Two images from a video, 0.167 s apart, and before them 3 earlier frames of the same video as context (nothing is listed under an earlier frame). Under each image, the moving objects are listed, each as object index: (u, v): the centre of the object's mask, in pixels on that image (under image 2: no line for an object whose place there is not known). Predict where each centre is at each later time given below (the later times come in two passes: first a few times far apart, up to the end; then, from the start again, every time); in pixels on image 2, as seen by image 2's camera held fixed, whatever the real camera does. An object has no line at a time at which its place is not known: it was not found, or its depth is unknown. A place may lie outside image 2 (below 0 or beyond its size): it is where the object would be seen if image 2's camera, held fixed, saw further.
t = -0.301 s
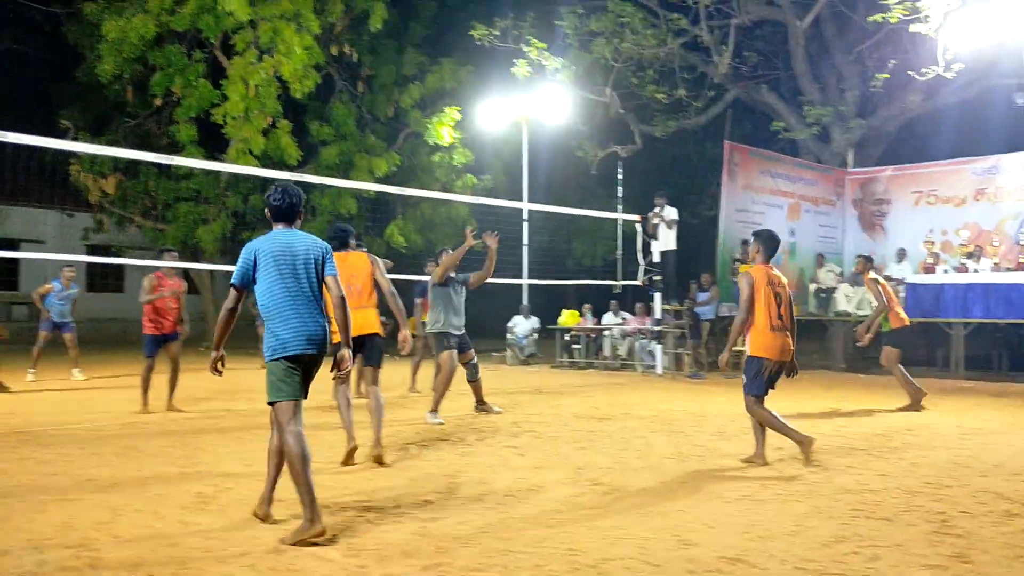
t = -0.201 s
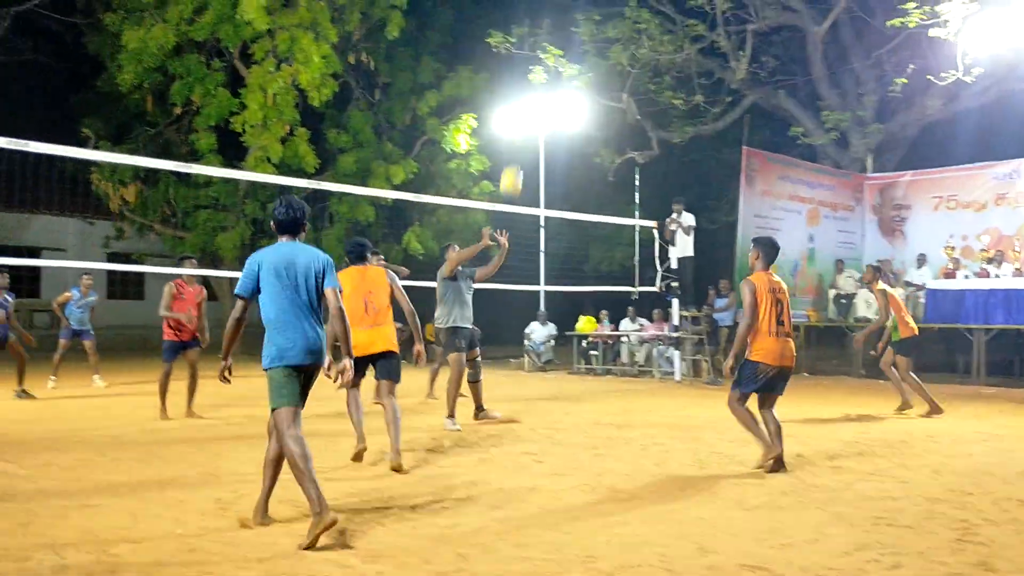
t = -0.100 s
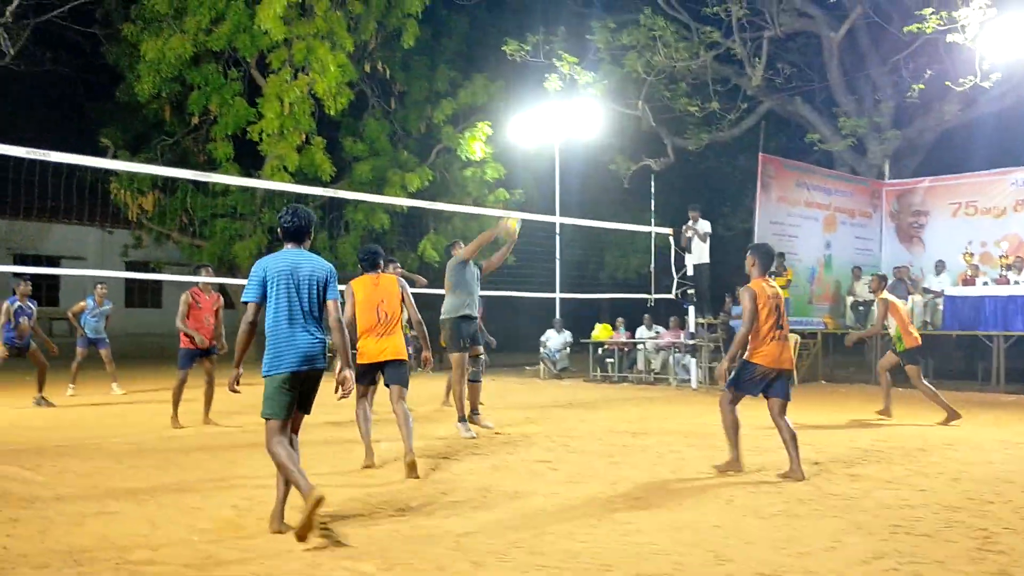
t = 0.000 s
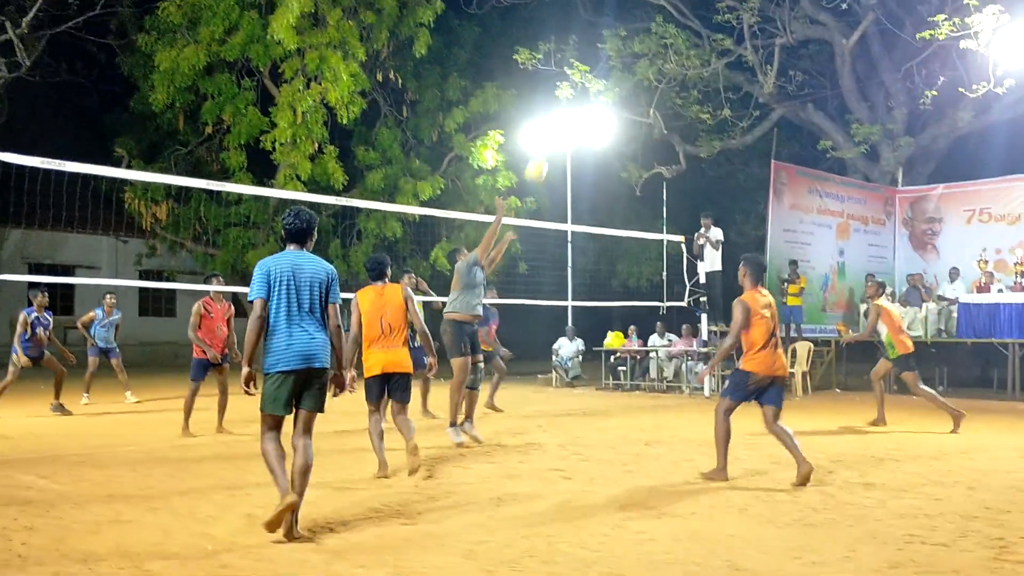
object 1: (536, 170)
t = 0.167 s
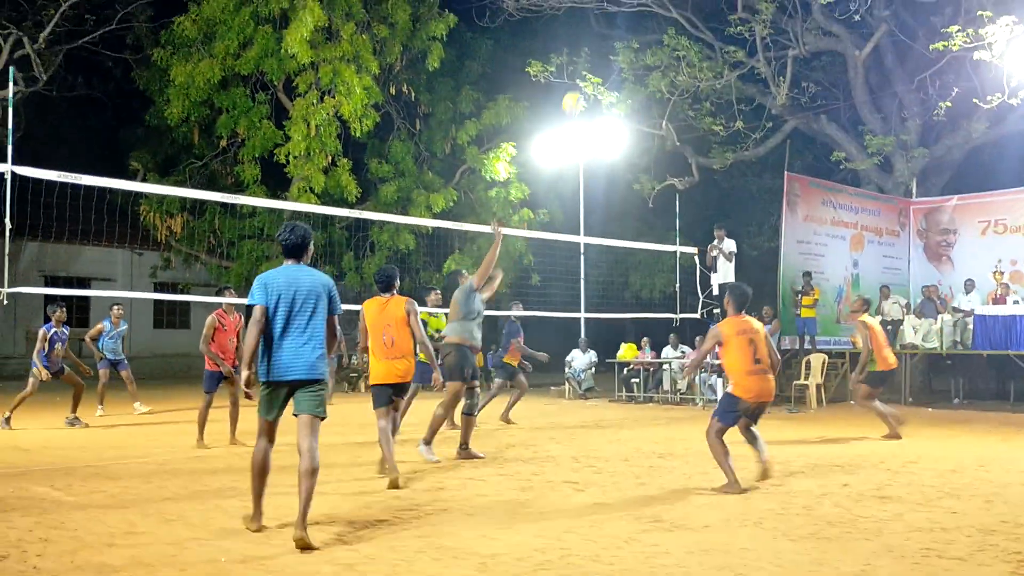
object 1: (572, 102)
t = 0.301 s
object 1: (589, 60)
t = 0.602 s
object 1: (620, 30)
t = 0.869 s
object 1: (644, 69)
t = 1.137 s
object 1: (665, 157)
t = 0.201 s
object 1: (576, 90)
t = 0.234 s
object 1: (580, 78)
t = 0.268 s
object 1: (585, 68)
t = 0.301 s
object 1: (589, 60)
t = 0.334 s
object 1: (593, 53)
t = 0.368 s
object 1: (596, 46)
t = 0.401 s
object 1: (600, 41)
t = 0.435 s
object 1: (604, 36)
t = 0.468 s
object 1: (607, 33)
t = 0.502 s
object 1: (610, 31)
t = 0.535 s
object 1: (613, 30)
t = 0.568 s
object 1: (617, 30)
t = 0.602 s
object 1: (620, 30)
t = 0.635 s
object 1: (623, 32)
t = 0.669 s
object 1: (626, 34)
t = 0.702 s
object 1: (629, 38)
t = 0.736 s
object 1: (632, 42)
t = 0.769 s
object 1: (635, 47)
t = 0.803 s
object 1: (638, 53)
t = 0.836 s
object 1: (641, 60)
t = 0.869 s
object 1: (644, 69)
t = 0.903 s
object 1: (647, 77)
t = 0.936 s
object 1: (649, 86)
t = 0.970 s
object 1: (652, 96)
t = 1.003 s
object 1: (655, 107)
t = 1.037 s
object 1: (658, 118)
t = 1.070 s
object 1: (660, 130)
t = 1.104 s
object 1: (663, 143)
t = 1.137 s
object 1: (665, 157)
